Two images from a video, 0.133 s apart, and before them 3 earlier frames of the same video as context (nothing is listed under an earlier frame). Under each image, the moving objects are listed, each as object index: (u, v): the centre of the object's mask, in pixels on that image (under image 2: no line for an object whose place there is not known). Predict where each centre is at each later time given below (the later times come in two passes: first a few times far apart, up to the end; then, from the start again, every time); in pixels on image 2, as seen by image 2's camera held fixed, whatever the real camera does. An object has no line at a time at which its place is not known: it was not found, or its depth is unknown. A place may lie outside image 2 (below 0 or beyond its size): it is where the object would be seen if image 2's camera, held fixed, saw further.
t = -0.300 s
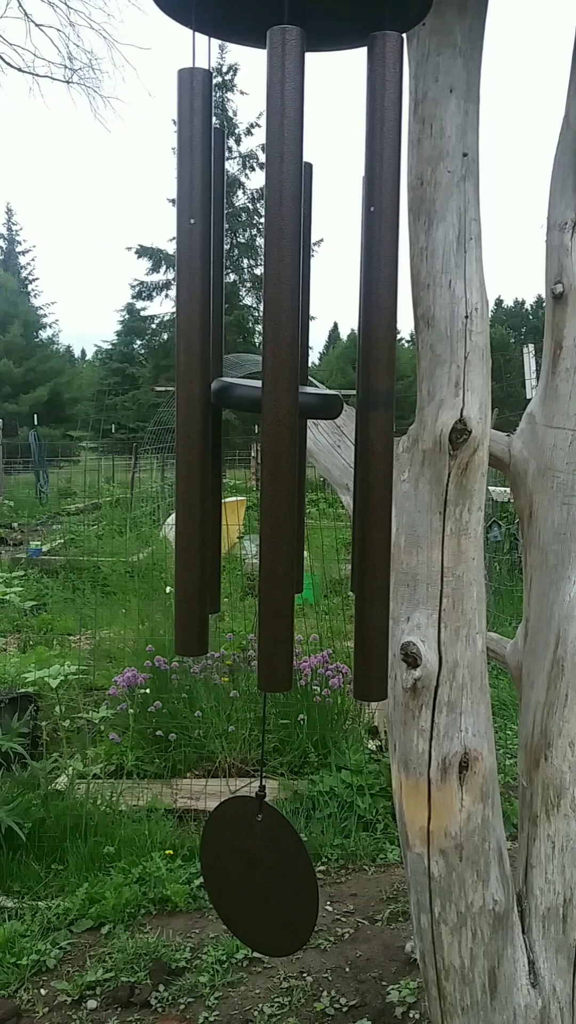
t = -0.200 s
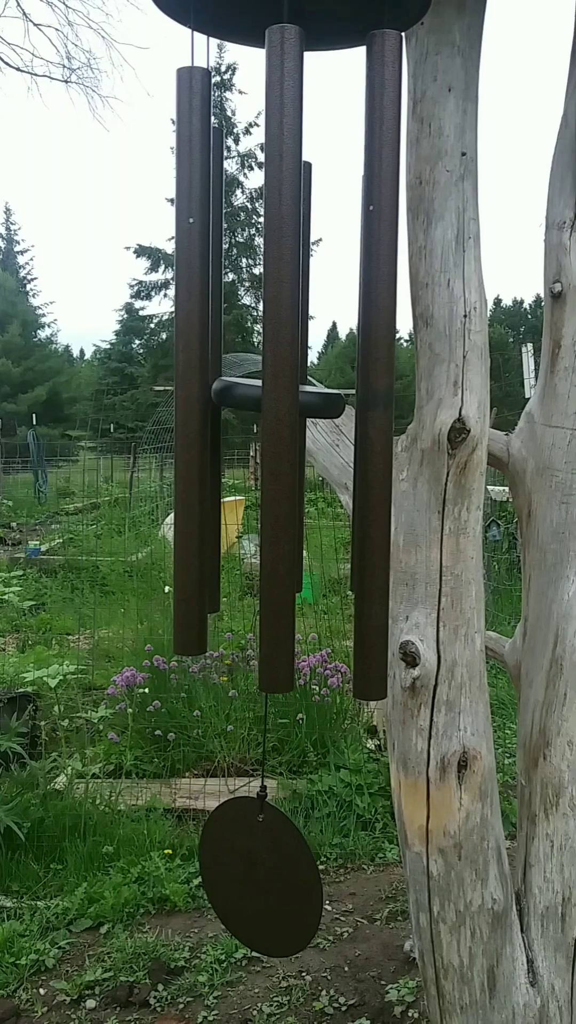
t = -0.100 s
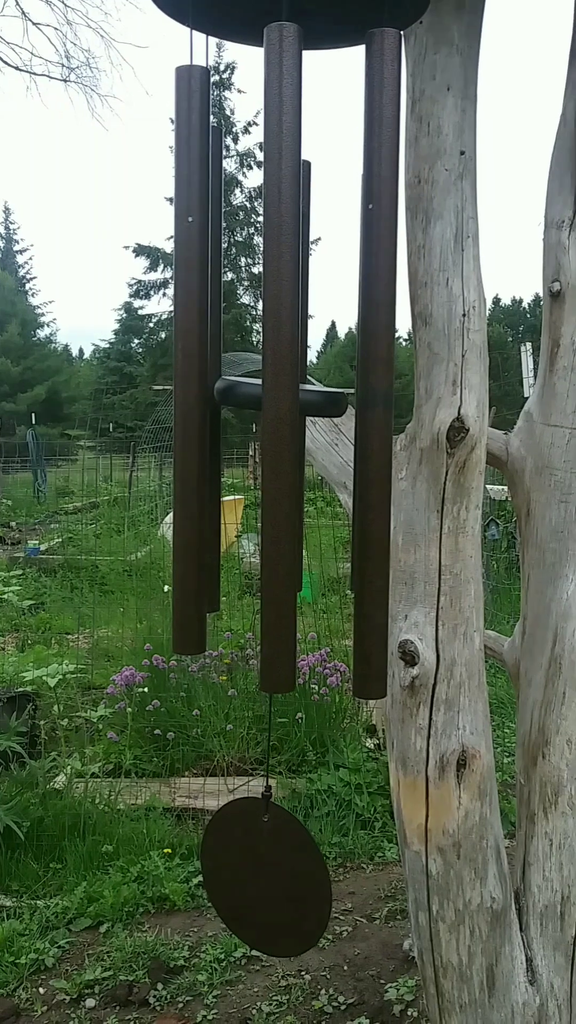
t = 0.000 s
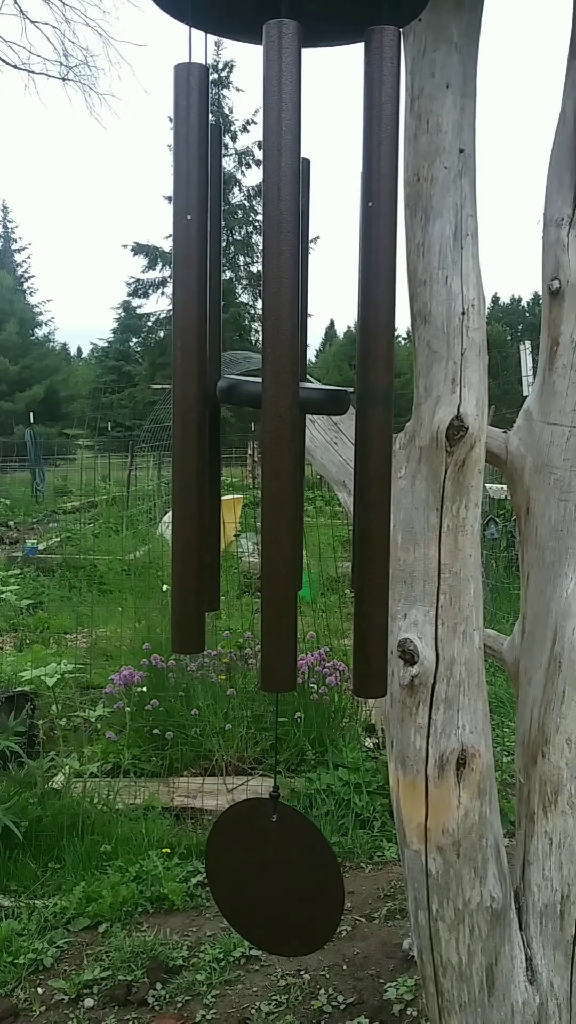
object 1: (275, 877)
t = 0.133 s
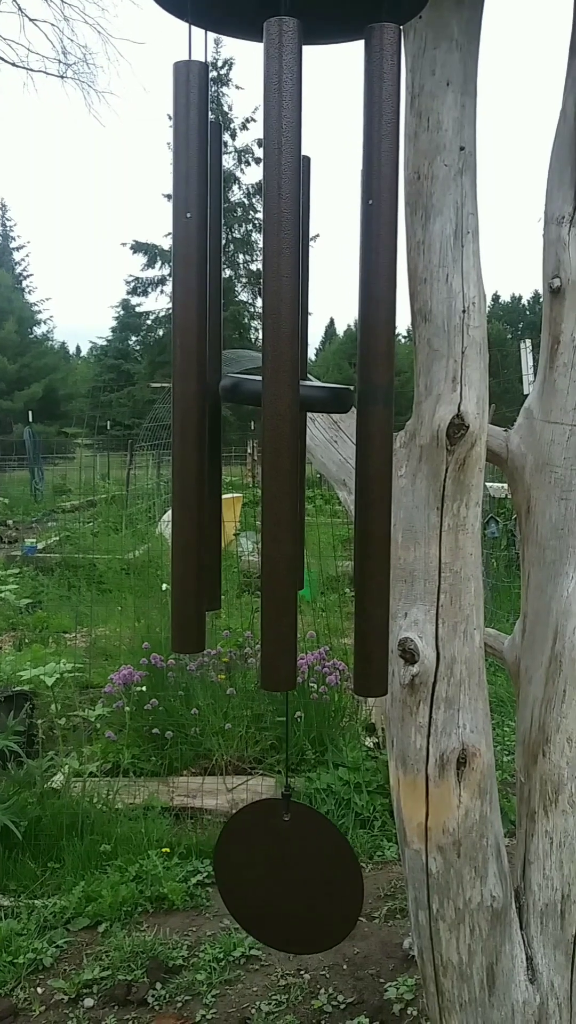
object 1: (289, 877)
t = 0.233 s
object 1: (297, 875)
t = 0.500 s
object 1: (300, 869)
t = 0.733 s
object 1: (279, 867)
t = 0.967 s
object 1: (258, 868)
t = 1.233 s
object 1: (254, 872)
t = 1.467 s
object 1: (265, 875)
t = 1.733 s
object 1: (285, 876)
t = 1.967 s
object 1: (296, 874)
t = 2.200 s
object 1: (290, 870)
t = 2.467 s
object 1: (265, 867)
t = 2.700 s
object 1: (253, 871)
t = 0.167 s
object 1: (292, 876)
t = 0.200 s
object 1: (295, 876)
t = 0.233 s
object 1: (297, 875)
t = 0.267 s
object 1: (300, 874)
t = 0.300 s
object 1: (301, 873)
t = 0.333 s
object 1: (303, 873)
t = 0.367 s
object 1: (303, 872)
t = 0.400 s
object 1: (303, 871)
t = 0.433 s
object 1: (303, 870)
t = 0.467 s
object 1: (302, 869)
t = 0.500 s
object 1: (300, 869)
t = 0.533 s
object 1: (298, 868)
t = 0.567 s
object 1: (295, 868)
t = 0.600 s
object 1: (292, 867)
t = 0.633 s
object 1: (289, 867)
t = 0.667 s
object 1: (286, 867)
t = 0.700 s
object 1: (282, 867)
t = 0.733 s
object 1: (279, 867)
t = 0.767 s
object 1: (275, 867)
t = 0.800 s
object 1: (271, 867)
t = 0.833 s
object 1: (268, 867)
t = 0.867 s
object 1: (265, 867)
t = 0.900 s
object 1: (262, 868)
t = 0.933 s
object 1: (260, 868)
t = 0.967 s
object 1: (258, 868)
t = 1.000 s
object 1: (256, 869)
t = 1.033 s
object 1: (255, 869)
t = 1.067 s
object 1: (254, 870)
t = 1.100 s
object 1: (253, 870)
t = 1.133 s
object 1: (253, 871)
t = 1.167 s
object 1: (253, 871)
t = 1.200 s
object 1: (254, 872)
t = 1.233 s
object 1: (254, 872)
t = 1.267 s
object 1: (255, 873)
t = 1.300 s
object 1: (256, 873)
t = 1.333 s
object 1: (258, 873)
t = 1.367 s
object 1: (260, 874)
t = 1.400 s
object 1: (261, 874)
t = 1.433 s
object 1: (263, 875)
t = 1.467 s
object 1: (265, 875)
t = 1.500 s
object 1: (268, 875)
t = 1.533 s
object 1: (270, 875)
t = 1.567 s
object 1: (272, 876)
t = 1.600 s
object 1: (275, 876)
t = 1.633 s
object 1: (277, 876)
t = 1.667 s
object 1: (280, 876)
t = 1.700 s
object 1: (282, 876)
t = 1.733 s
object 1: (285, 876)
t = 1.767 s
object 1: (287, 876)
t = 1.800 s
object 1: (289, 876)
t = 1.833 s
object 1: (291, 875)
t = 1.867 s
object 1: (293, 875)
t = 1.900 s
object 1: (294, 875)
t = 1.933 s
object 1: (295, 874)
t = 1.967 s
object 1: (296, 874)
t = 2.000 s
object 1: (297, 873)
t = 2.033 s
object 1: (296, 873)
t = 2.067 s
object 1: (296, 872)
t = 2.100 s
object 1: (295, 871)
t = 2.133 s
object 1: (294, 871)
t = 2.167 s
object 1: (292, 870)
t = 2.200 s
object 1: (290, 870)
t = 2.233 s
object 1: (288, 869)
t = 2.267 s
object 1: (285, 869)
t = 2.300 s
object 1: (282, 868)
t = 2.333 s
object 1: (278, 868)
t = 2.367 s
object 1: (275, 867)
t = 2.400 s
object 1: (271, 867)
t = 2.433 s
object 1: (268, 867)
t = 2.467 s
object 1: (265, 867)
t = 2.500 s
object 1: (262, 868)
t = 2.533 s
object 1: (259, 868)
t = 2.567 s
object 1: (257, 868)
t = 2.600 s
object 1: (255, 869)
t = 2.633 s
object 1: (254, 869)
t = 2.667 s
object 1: (253, 870)
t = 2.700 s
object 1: (253, 871)
